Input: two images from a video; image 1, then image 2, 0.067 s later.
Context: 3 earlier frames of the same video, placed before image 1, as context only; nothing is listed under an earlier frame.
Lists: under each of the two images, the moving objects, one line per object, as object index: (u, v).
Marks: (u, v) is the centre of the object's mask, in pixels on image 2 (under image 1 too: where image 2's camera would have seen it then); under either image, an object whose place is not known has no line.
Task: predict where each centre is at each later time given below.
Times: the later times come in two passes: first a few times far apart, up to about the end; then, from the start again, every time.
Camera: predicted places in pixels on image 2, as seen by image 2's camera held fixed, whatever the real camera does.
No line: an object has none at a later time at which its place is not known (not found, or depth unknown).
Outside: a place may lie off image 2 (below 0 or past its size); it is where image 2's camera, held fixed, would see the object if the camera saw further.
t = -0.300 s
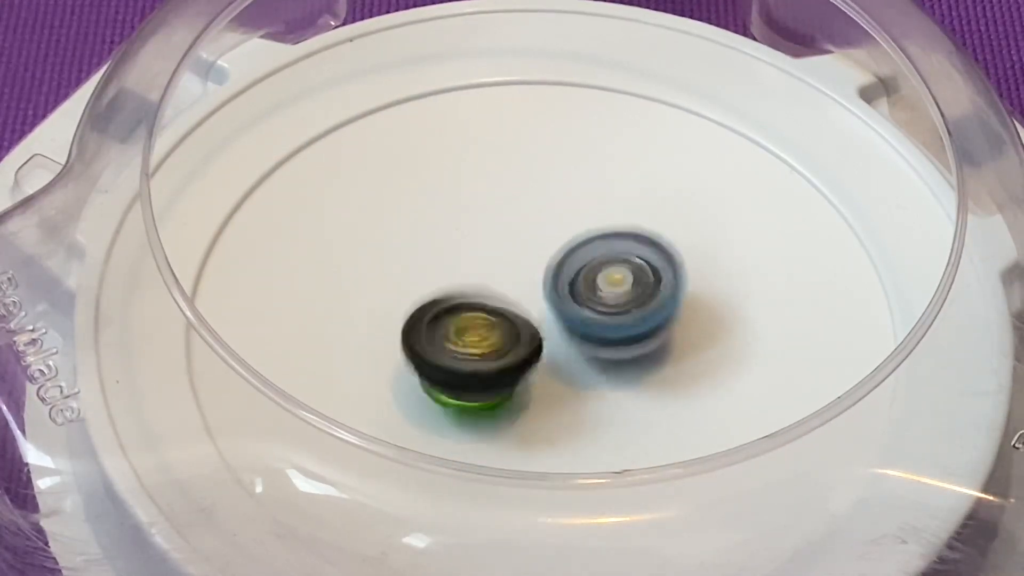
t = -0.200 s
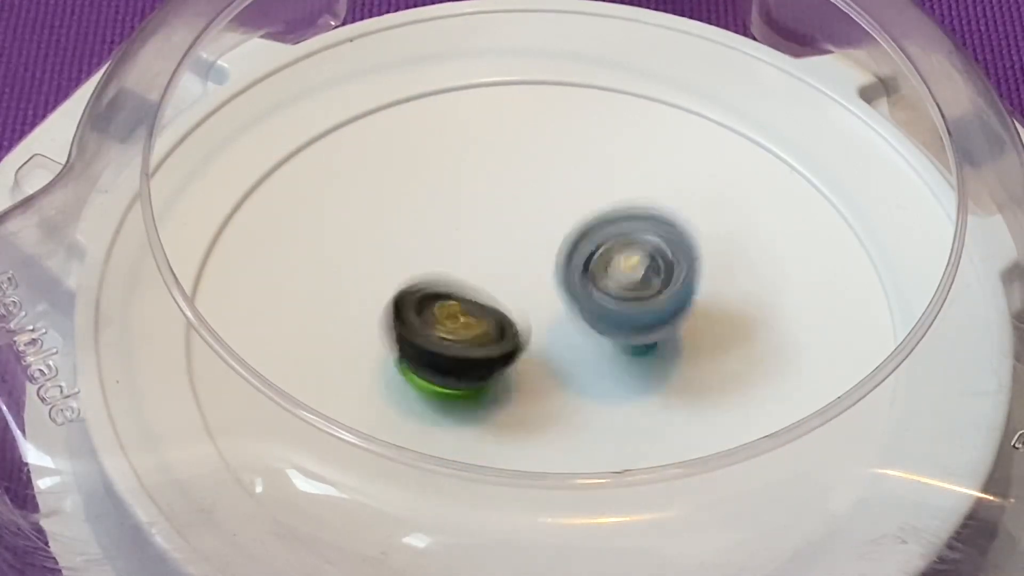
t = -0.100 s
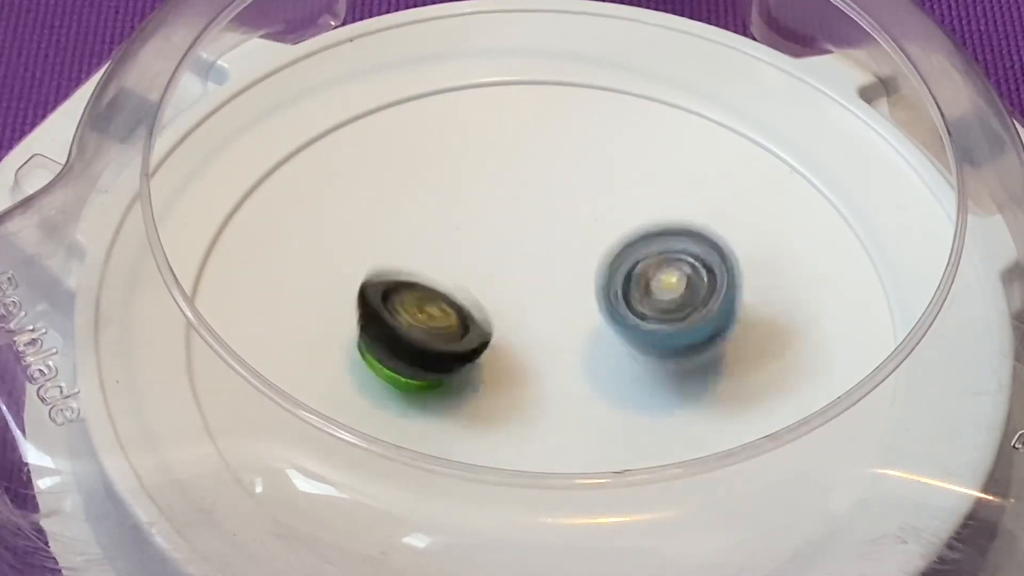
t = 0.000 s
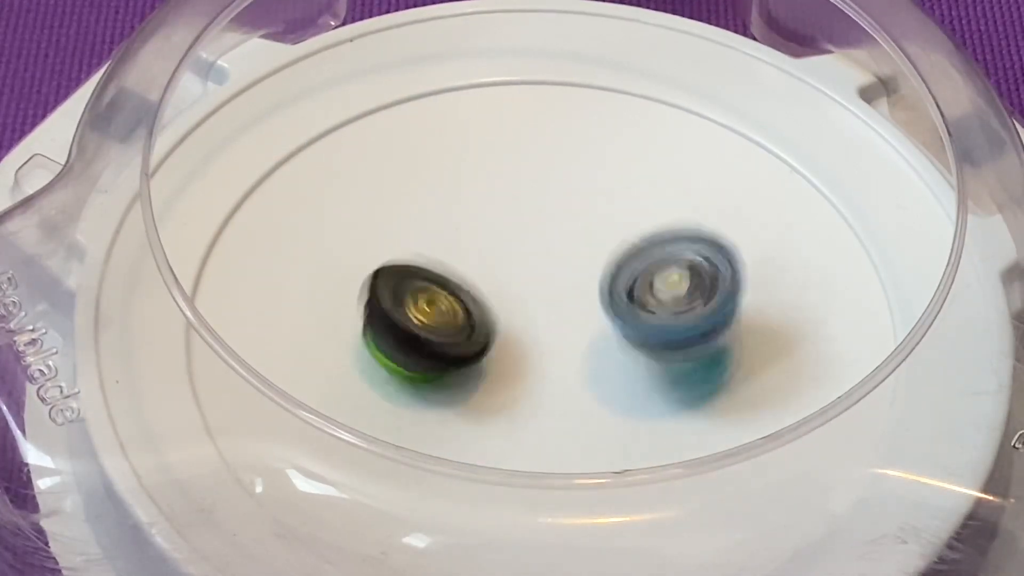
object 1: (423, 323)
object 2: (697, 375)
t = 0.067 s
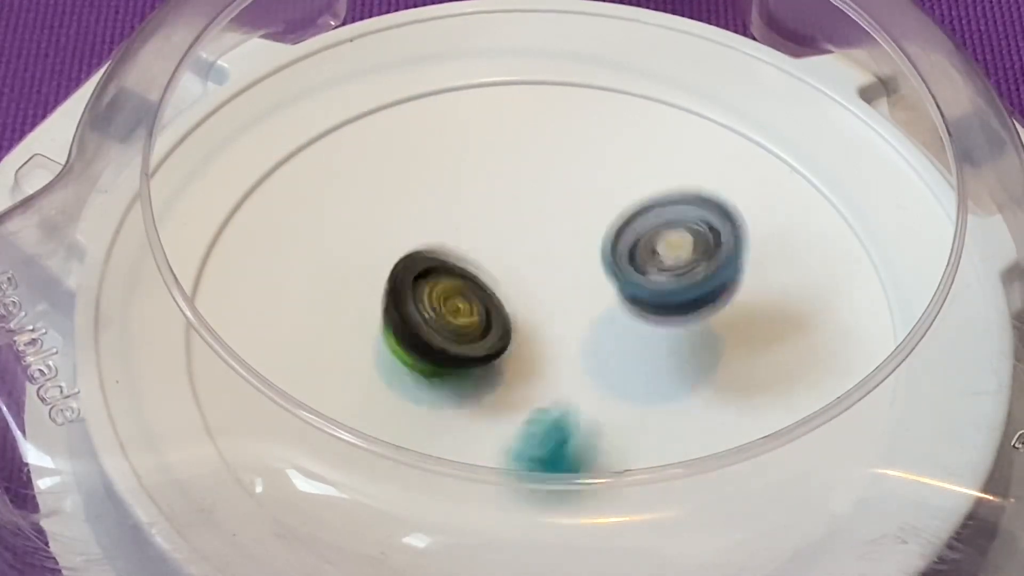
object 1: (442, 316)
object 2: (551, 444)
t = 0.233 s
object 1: (504, 293)
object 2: (268, 515)
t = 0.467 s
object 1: (529, 240)
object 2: (257, 443)
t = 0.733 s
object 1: (566, 297)
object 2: (385, 311)
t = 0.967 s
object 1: (574, 311)
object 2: (275, 59)
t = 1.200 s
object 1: (556, 312)
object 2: (416, 128)
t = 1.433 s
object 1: (537, 321)
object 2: (555, 166)
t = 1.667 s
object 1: (528, 344)
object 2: (562, 173)
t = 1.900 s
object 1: (522, 329)
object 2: (562, 174)
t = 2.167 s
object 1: (544, 326)
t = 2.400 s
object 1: (542, 342)
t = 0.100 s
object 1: (455, 309)
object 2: (472, 484)
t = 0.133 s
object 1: (470, 305)
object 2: (400, 506)
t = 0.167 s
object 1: (488, 302)
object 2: (339, 518)
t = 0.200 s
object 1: (501, 293)
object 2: (301, 509)
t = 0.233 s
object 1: (504, 293)
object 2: (268, 515)
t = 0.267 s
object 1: (504, 273)
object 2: (241, 508)
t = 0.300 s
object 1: (522, 251)
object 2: (228, 501)
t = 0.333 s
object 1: (533, 253)
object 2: (217, 493)
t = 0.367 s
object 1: (526, 245)
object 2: (224, 478)
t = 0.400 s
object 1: (527, 240)
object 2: (226, 460)
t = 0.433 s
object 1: (526, 238)
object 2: (245, 453)
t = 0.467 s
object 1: (529, 240)
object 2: (257, 443)
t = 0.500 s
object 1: (530, 244)
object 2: (281, 439)
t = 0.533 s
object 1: (533, 250)
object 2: (314, 409)
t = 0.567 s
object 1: (535, 257)
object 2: (351, 389)
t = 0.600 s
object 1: (538, 266)
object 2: (384, 371)
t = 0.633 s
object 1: (541, 274)
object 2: (420, 350)
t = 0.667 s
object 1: (546, 282)
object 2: (443, 329)
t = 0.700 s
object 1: (556, 290)
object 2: (414, 318)
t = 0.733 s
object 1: (566, 297)
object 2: (385, 311)
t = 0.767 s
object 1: (571, 304)
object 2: (340, 263)
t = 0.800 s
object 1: (576, 309)
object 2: (311, 210)
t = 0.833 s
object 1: (578, 310)
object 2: (287, 163)
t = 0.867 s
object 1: (579, 308)
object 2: (277, 130)
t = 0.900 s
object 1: (578, 310)
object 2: (271, 97)
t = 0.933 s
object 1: (577, 309)
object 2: (270, 75)
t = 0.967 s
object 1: (574, 311)
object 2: (275, 59)
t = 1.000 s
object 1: (571, 311)
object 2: (285, 54)
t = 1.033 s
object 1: (567, 312)
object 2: (302, 61)
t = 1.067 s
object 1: (564, 313)
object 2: (321, 66)
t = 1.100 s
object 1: (559, 312)
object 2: (341, 78)
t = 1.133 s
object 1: (559, 318)
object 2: (365, 96)
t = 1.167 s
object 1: (556, 312)
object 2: (391, 110)
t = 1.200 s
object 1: (556, 312)
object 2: (416, 128)
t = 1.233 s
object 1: (554, 309)
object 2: (438, 126)
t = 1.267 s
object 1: (553, 310)
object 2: (461, 132)
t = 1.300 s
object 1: (550, 307)
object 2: (482, 141)
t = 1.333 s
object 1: (549, 307)
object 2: (505, 151)
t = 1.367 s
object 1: (545, 311)
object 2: (527, 159)
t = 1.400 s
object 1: (541, 314)
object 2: (545, 165)
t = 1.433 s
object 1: (537, 321)
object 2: (555, 166)
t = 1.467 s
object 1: (534, 326)
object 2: (560, 168)
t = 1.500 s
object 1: (532, 329)
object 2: (564, 171)
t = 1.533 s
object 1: (529, 335)
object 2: (565, 173)
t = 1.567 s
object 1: (528, 340)
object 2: (564, 173)
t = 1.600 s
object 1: (529, 341)
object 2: (563, 174)
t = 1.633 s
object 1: (529, 344)
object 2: (562, 173)
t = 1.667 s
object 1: (528, 344)
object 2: (562, 173)
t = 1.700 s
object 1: (525, 345)
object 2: (562, 173)
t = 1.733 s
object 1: (521, 344)
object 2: (562, 173)
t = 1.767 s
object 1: (519, 341)
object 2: (562, 173)
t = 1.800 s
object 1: (518, 340)
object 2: (562, 173)
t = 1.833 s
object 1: (520, 336)
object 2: (562, 173)
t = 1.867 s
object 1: (522, 333)
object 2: (562, 174)
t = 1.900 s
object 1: (522, 329)
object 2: (562, 174)
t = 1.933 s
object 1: (524, 325)
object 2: (562, 174)
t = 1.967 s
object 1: (526, 324)
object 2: (562, 174)
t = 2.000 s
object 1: (531, 323)
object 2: (562, 174)
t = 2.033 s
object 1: (534, 323)
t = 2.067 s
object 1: (538, 322)
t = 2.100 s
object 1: (542, 323)
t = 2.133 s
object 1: (543, 324)
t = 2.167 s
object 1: (544, 326)
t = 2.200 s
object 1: (545, 330)
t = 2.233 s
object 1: (548, 333)
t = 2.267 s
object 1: (549, 336)
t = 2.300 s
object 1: (549, 337)
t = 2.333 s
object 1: (546, 338)
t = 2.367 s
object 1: (543, 341)
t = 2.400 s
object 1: (542, 342)
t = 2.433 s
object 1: (541, 341)
